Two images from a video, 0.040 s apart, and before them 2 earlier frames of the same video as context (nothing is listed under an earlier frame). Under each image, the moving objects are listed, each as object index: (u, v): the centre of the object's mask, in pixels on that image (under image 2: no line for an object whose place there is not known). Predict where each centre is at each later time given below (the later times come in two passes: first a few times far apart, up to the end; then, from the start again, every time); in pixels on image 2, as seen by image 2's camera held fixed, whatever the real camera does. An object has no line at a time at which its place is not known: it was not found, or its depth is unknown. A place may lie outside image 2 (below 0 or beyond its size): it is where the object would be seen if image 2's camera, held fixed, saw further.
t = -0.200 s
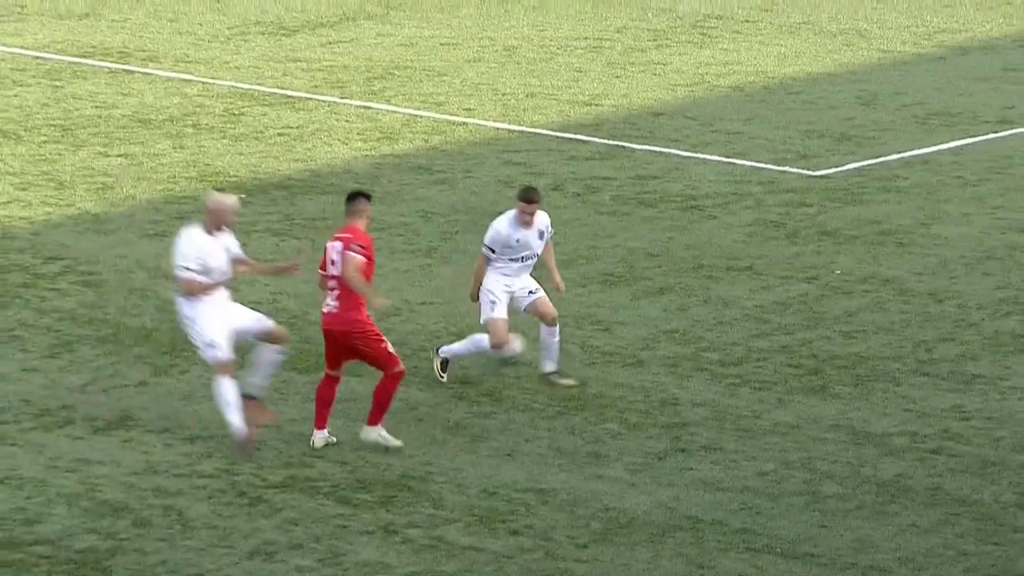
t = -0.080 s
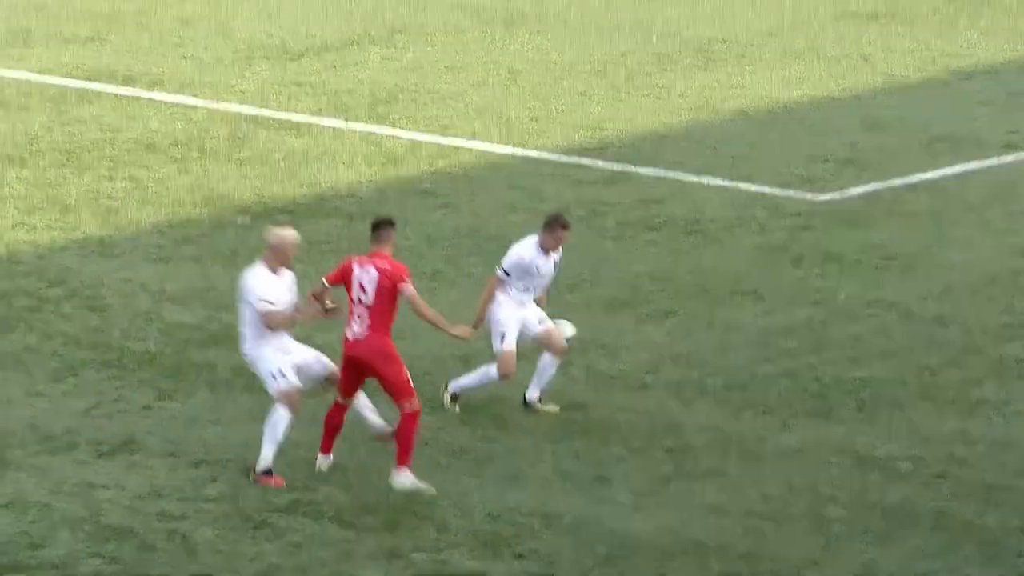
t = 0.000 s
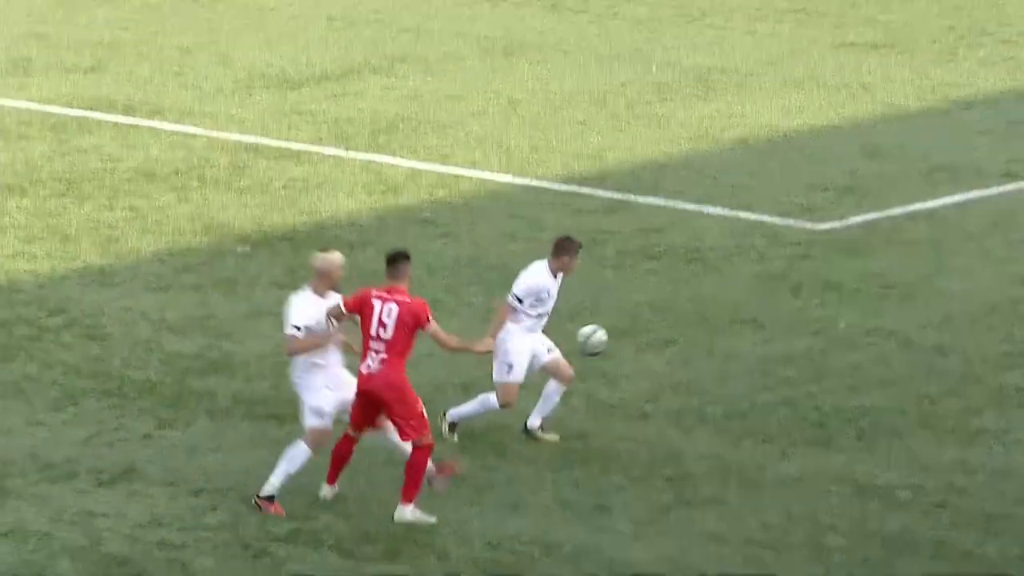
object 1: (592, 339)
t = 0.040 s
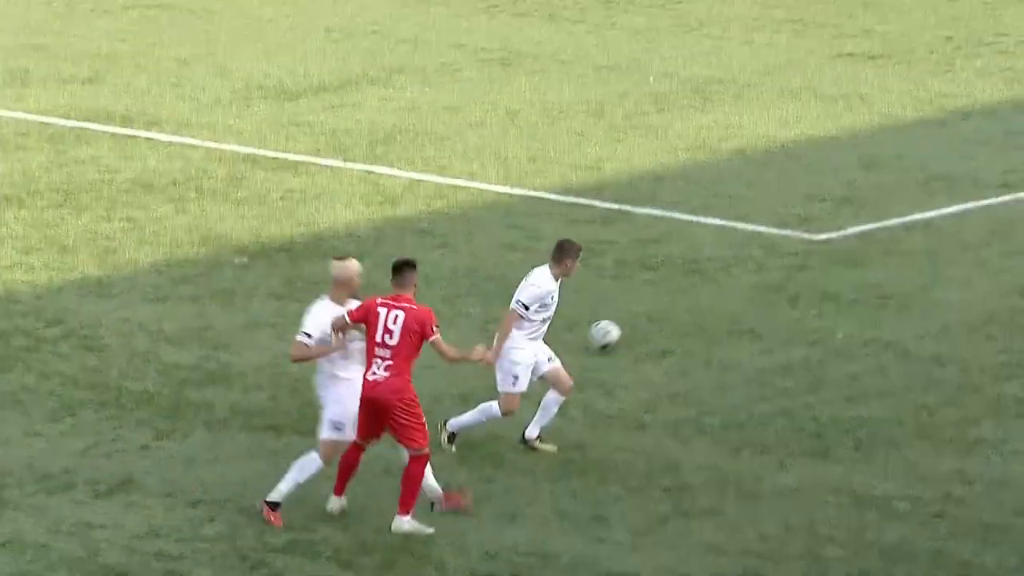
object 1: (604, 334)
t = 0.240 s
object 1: (661, 289)
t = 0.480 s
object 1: (709, 245)
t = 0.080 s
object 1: (611, 327)
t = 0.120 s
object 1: (624, 316)
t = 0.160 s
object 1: (638, 308)
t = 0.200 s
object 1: (650, 302)
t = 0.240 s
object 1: (661, 289)
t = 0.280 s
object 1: (665, 282)
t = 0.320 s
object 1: (676, 270)
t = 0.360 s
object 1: (685, 260)
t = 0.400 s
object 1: (694, 252)
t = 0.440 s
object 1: (703, 247)
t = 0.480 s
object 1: (709, 245)
